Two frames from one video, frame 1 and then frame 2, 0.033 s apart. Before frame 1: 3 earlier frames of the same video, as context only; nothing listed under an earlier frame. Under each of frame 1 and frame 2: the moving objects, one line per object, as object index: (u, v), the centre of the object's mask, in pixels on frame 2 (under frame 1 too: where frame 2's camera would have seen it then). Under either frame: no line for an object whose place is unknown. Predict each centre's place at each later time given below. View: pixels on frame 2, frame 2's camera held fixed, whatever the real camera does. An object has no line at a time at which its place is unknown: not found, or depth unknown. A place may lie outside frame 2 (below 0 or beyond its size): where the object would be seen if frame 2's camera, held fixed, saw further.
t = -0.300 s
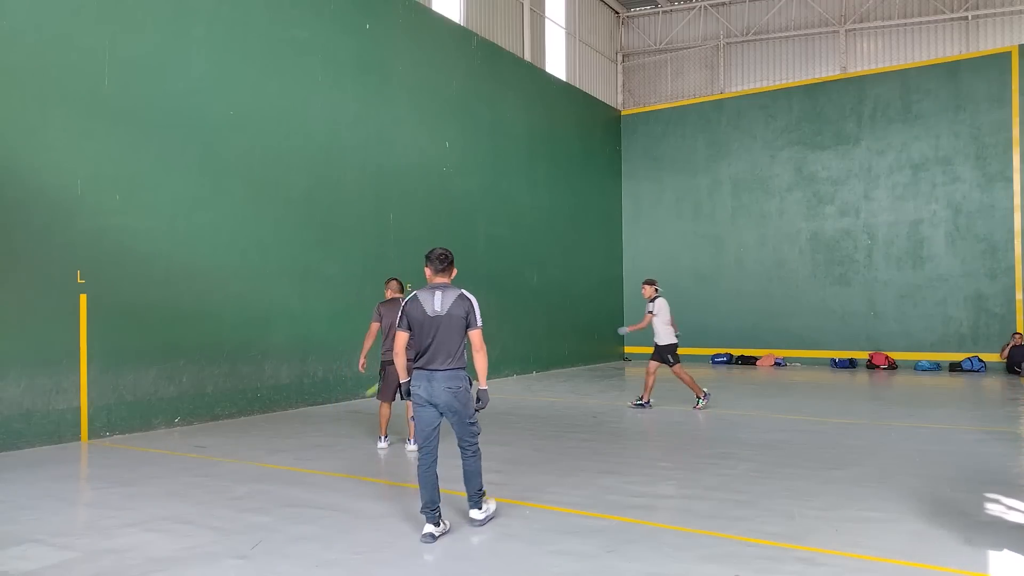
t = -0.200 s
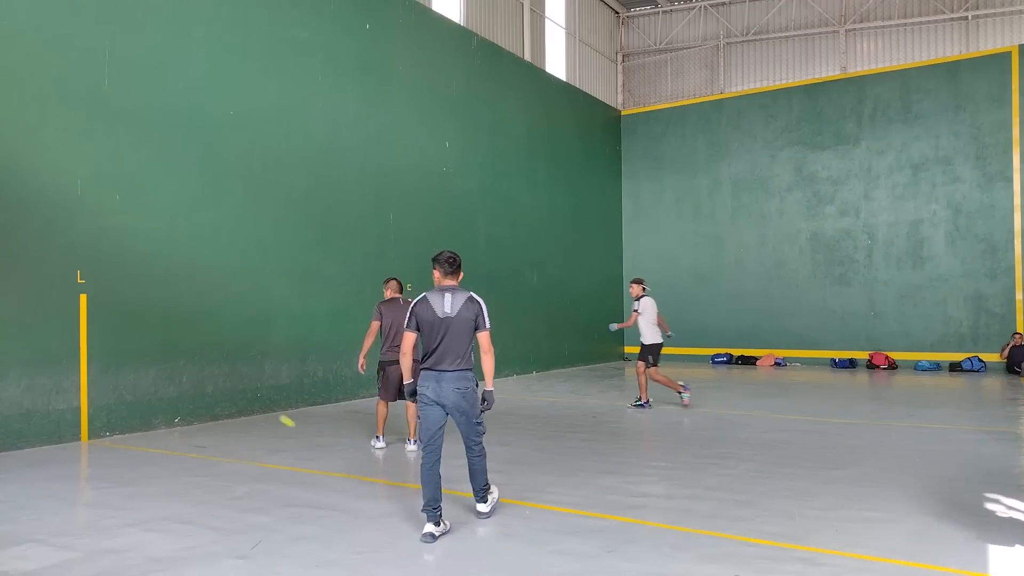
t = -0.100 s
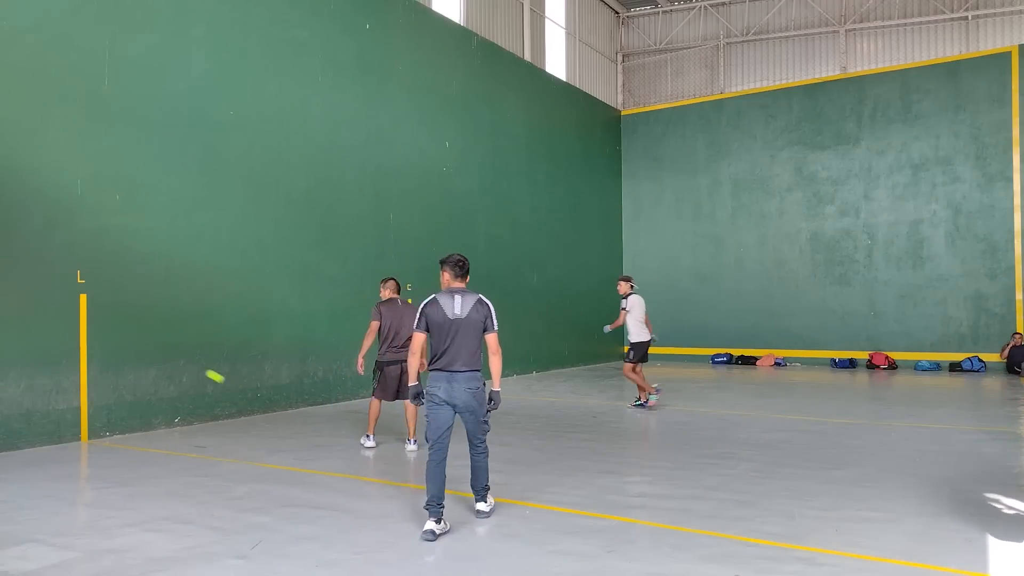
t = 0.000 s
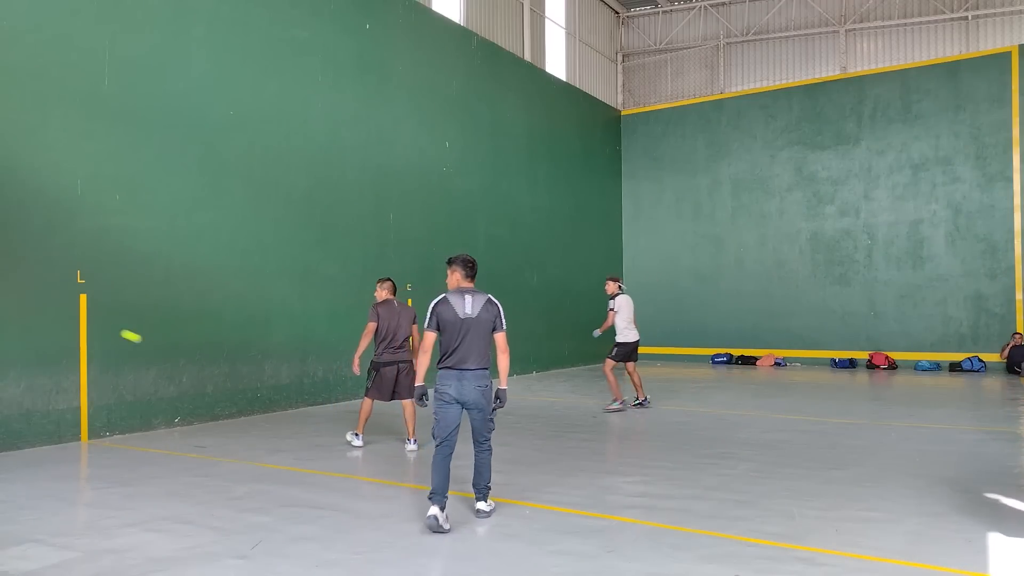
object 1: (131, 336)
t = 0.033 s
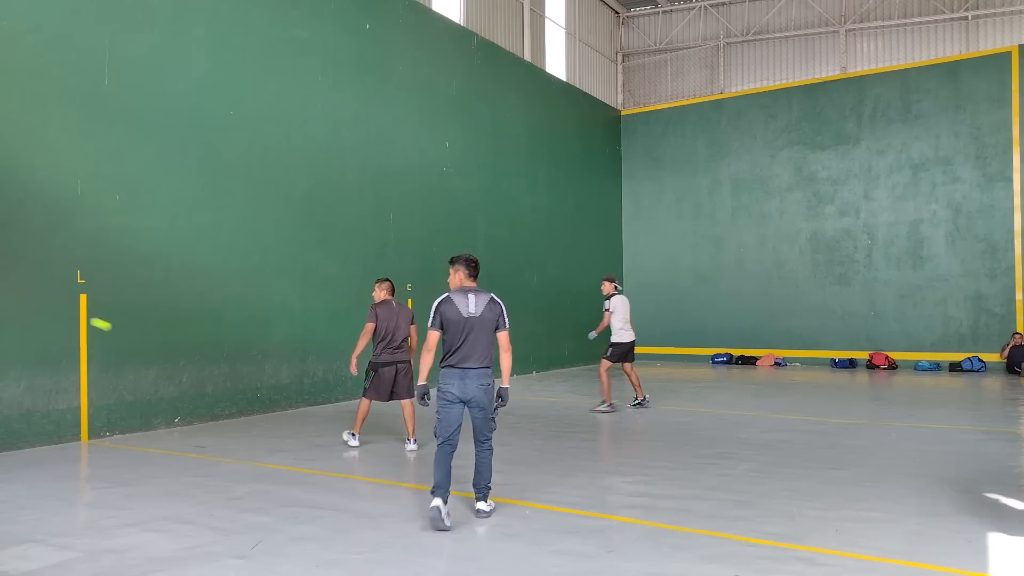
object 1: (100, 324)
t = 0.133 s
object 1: (5, 294)
